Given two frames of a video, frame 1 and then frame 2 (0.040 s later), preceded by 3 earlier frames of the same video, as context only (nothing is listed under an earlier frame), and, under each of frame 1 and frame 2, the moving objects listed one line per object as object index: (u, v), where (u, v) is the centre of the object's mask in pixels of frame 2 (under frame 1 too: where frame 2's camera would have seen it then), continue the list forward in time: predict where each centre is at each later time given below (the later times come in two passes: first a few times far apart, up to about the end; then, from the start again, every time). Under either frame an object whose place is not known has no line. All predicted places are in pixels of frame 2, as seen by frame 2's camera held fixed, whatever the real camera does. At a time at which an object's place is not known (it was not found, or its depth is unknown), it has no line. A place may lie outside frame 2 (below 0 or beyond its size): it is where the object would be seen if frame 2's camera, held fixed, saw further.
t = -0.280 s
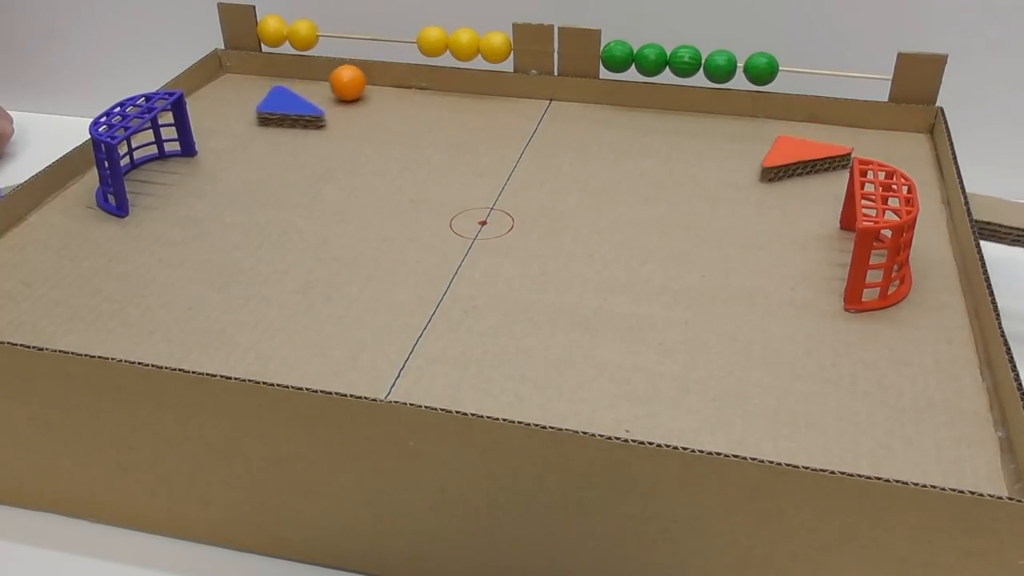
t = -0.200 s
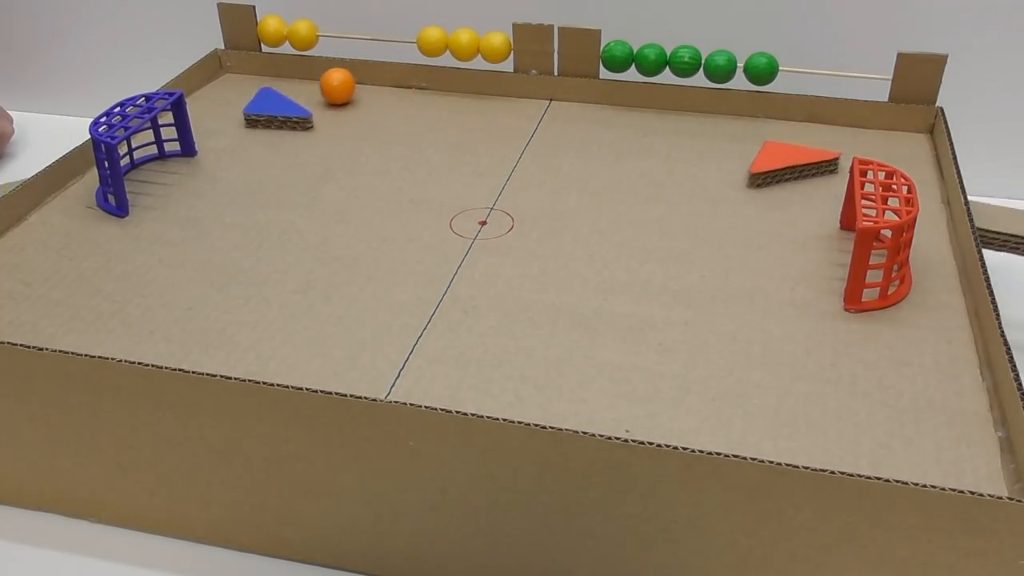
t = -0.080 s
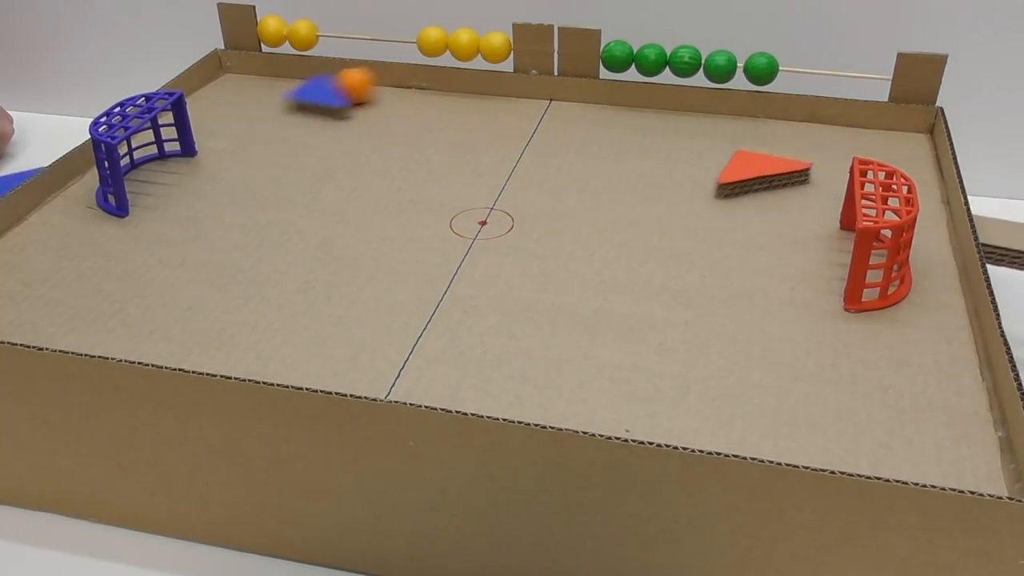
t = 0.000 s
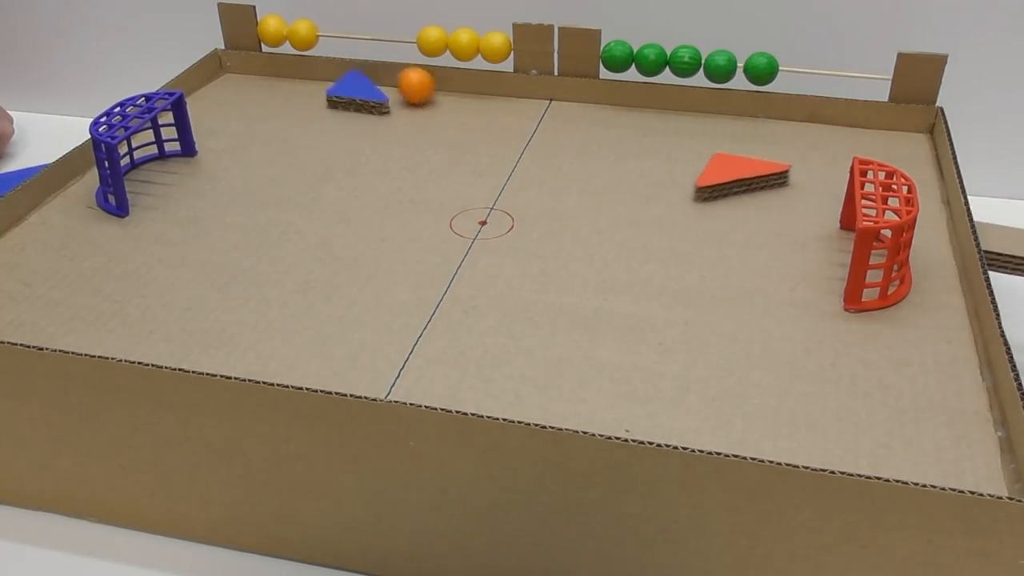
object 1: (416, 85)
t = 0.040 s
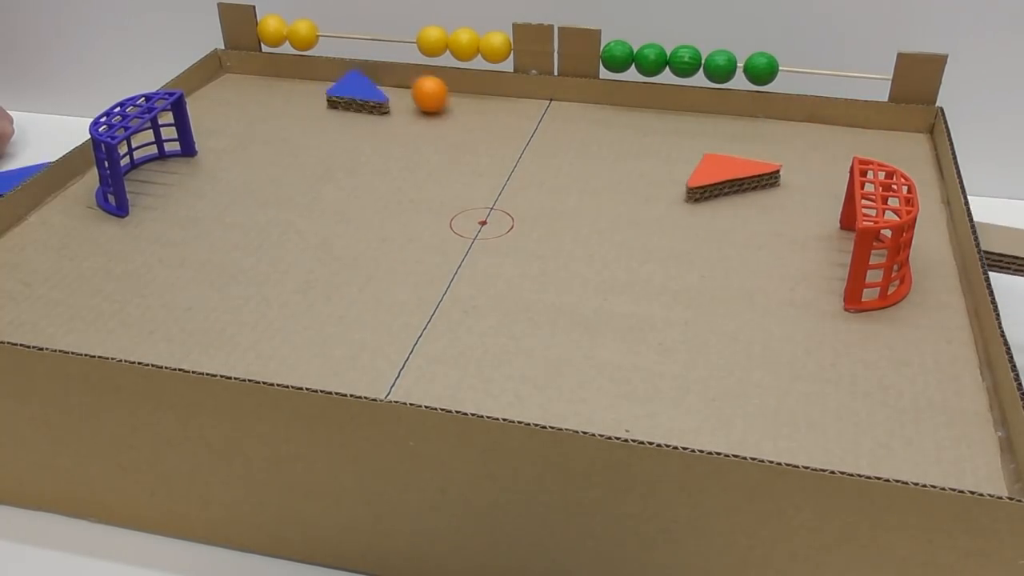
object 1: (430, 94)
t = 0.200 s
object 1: (488, 127)
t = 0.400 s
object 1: (565, 177)
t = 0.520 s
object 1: (615, 212)
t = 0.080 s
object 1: (444, 101)
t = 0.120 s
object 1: (458, 110)
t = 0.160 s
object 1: (473, 118)
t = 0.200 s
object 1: (488, 127)
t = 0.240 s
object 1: (503, 136)
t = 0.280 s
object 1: (517, 145)
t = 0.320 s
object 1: (533, 155)
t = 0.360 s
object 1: (549, 166)
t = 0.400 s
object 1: (565, 177)
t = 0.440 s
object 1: (581, 187)
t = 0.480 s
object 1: (598, 200)
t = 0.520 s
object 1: (615, 212)
